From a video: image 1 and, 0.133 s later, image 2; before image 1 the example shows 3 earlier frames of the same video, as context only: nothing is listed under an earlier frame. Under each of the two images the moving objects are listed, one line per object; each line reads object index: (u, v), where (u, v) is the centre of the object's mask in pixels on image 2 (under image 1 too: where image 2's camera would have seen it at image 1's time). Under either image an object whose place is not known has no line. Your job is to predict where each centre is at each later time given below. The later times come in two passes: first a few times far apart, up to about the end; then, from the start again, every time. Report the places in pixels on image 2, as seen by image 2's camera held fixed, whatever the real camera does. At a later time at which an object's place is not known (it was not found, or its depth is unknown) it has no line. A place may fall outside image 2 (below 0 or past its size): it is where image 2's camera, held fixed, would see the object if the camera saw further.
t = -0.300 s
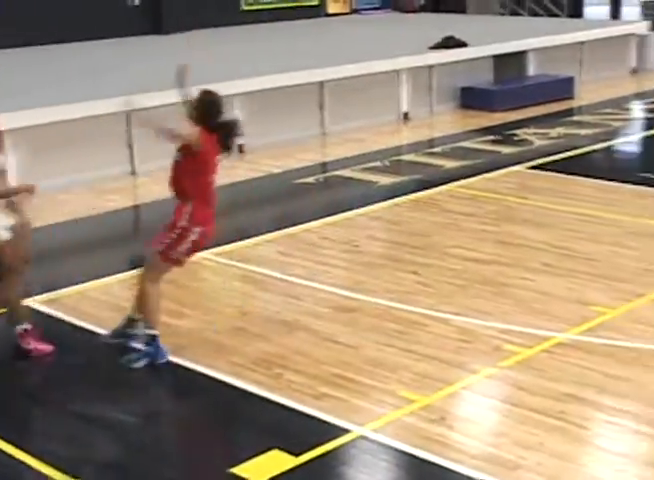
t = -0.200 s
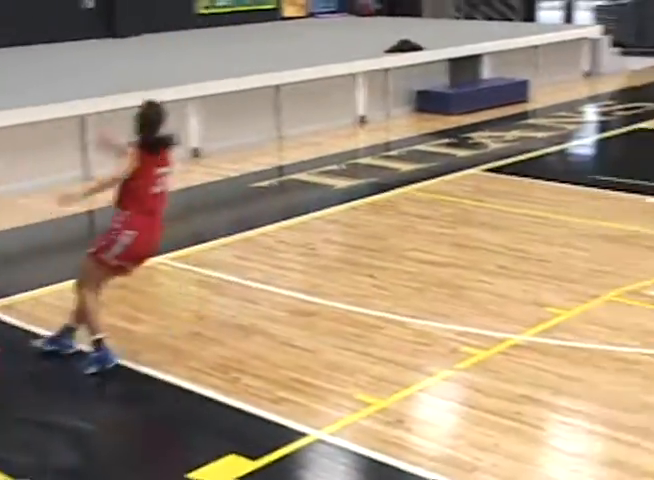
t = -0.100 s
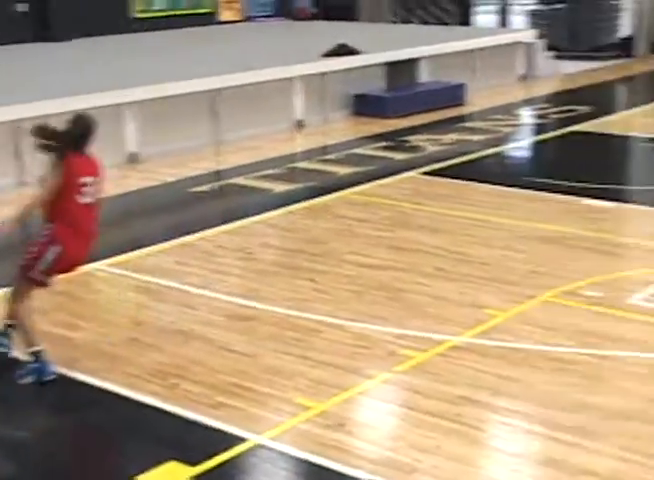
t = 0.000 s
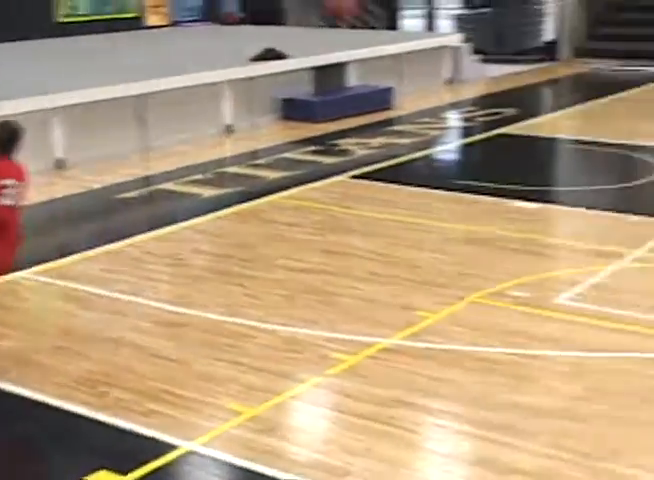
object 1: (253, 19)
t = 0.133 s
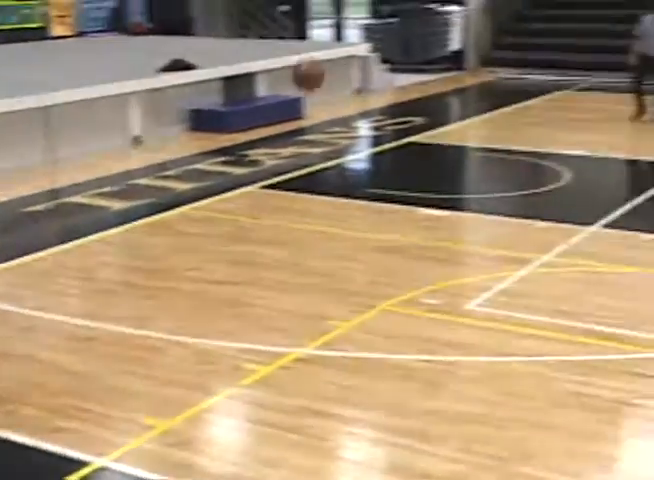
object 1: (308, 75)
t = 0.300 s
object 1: (375, 171)
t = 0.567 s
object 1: (443, 179)
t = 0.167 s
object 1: (322, 91)
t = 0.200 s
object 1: (335, 109)
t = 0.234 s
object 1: (348, 129)
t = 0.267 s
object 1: (361, 148)
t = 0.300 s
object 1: (375, 171)
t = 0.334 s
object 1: (387, 190)
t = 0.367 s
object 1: (399, 214)
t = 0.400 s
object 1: (411, 239)
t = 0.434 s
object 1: (422, 259)
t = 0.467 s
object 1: (427, 237)
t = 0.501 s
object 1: (432, 215)
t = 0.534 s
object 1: (438, 195)
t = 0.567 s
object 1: (443, 179)
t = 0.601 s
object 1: (448, 163)
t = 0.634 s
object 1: (453, 147)
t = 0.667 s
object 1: (460, 134)
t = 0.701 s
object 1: (465, 121)
